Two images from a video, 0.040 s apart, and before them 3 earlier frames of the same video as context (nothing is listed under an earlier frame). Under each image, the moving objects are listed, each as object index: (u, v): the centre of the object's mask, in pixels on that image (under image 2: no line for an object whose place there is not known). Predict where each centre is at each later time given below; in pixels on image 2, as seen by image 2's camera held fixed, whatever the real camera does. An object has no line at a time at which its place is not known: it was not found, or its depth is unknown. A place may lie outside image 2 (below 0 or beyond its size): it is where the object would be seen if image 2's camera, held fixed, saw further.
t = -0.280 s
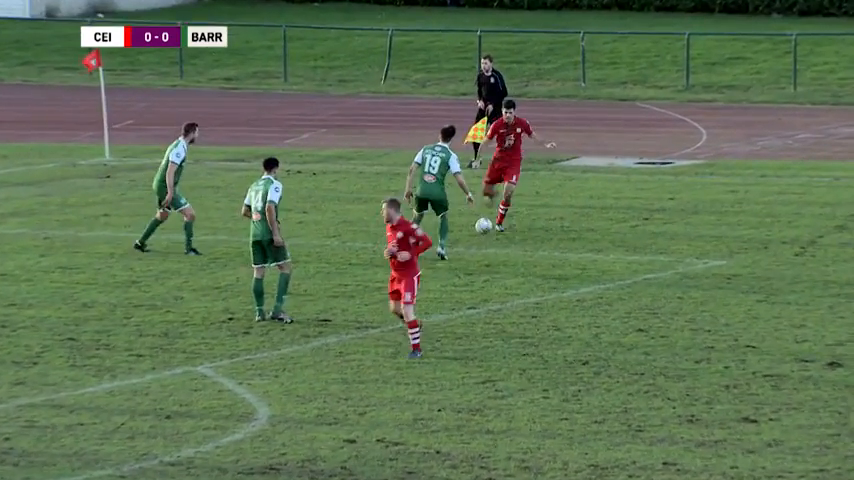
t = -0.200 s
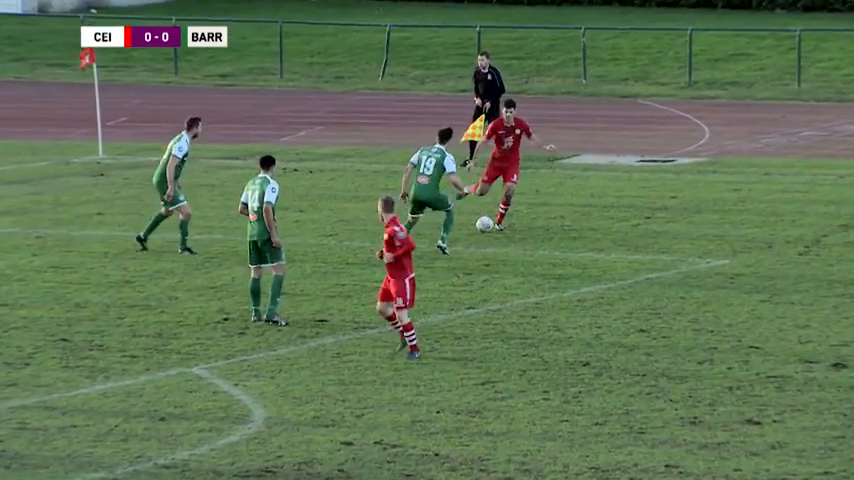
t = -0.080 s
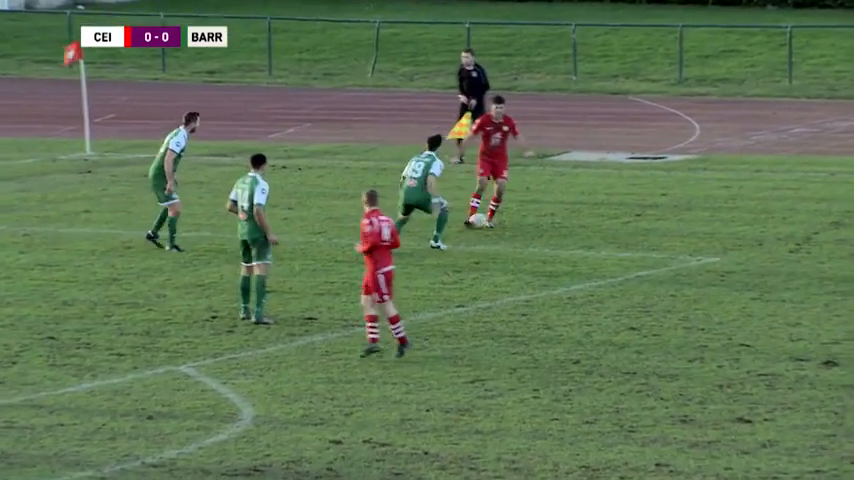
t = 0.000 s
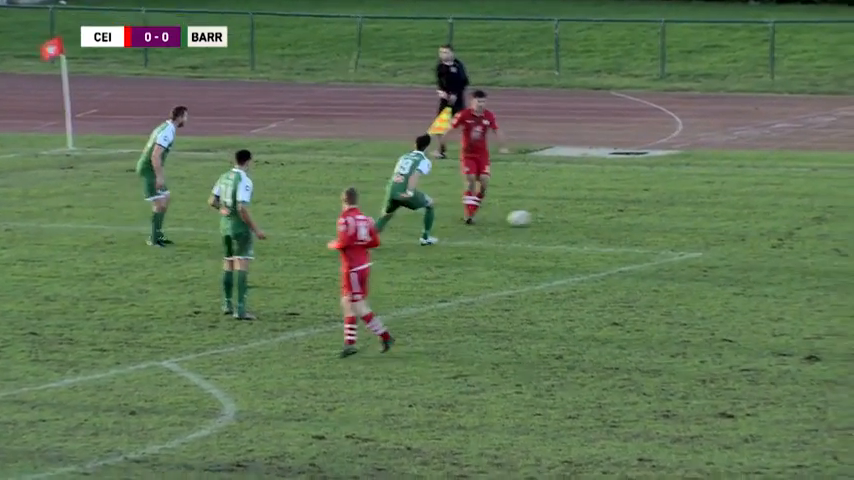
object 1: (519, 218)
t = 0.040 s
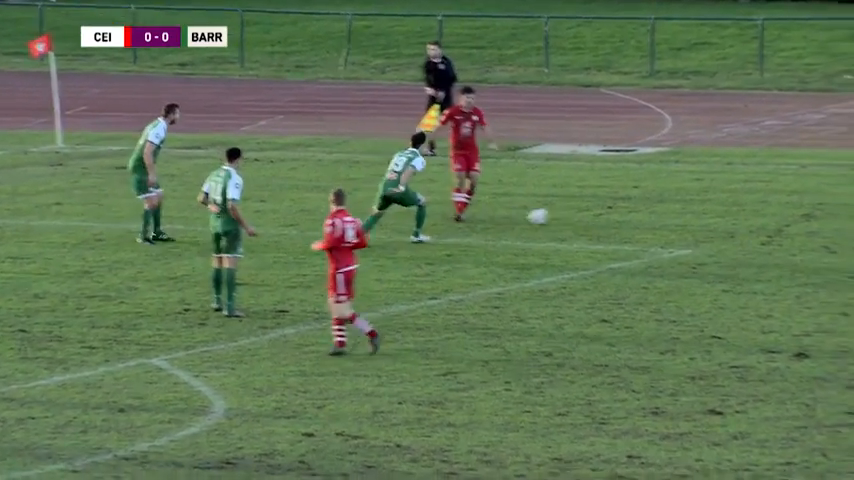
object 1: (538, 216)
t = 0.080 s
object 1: (562, 214)
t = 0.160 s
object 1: (609, 212)
